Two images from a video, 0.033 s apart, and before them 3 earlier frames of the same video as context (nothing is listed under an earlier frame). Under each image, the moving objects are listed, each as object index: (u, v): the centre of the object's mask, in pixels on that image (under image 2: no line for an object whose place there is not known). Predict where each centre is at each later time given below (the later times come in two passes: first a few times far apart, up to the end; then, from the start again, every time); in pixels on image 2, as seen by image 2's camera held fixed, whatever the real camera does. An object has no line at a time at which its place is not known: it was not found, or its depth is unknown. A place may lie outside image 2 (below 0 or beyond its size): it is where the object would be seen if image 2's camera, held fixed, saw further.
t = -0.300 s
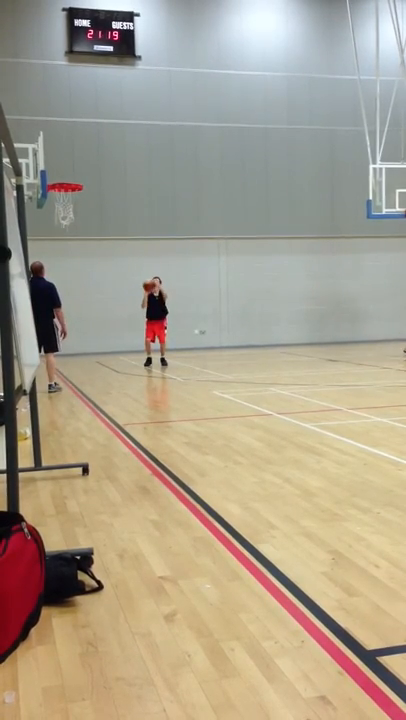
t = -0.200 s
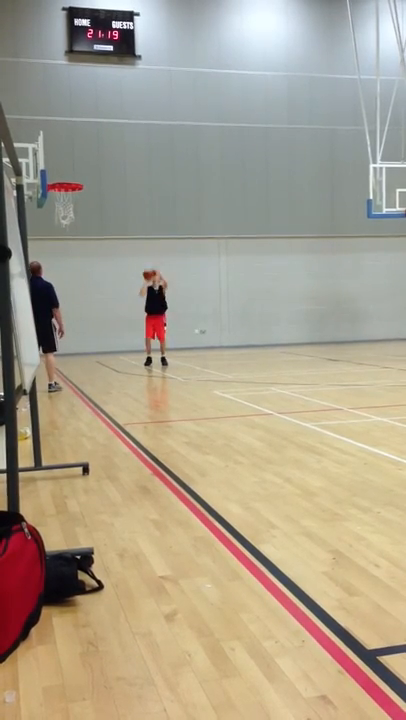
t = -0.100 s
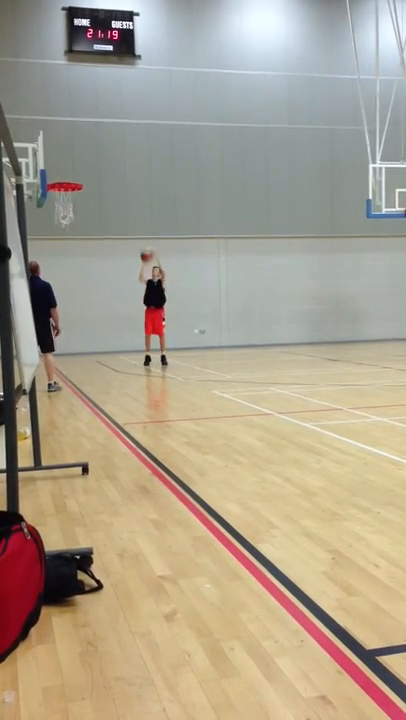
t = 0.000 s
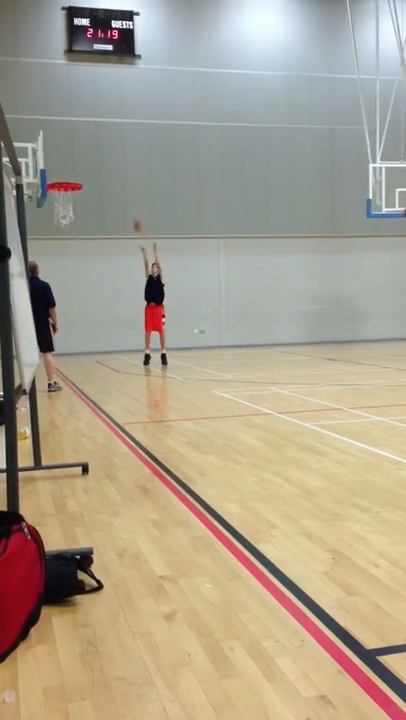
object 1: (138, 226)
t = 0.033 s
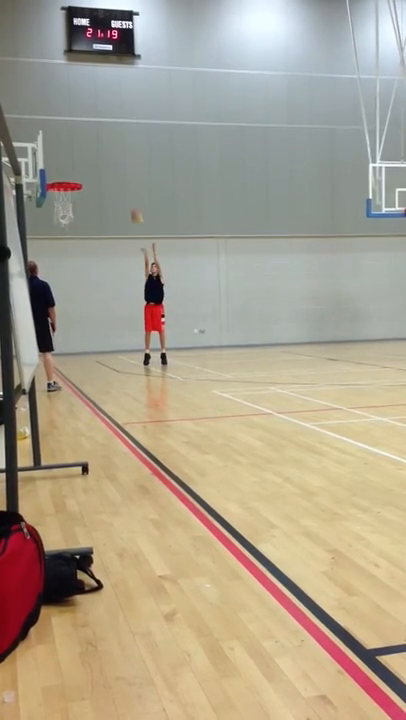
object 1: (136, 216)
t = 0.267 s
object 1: (119, 164)
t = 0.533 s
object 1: (98, 141)
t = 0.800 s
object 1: (77, 159)
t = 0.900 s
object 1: (72, 177)
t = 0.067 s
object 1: (134, 207)
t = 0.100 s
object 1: (133, 200)
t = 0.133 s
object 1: (129, 192)
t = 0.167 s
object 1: (126, 183)
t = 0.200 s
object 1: (123, 176)
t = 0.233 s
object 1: (121, 170)
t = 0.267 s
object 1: (119, 164)
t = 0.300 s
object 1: (116, 159)
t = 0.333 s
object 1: (114, 154)
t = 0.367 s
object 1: (112, 150)
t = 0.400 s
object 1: (109, 147)
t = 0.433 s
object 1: (106, 145)
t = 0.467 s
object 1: (103, 144)
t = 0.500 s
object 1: (101, 142)
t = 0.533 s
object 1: (98, 141)
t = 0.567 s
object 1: (95, 141)
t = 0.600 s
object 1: (93, 141)
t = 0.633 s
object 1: (90, 143)
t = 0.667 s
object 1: (88, 144)
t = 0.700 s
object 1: (85, 147)
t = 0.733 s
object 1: (83, 150)
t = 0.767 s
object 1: (80, 154)
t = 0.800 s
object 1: (77, 159)
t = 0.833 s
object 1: (75, 164)
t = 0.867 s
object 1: (73, 170)
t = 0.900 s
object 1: (72, 177)
